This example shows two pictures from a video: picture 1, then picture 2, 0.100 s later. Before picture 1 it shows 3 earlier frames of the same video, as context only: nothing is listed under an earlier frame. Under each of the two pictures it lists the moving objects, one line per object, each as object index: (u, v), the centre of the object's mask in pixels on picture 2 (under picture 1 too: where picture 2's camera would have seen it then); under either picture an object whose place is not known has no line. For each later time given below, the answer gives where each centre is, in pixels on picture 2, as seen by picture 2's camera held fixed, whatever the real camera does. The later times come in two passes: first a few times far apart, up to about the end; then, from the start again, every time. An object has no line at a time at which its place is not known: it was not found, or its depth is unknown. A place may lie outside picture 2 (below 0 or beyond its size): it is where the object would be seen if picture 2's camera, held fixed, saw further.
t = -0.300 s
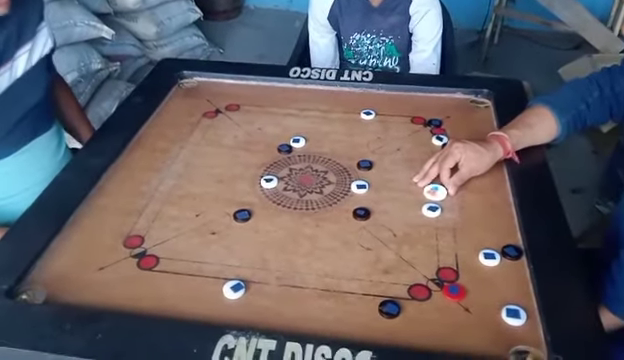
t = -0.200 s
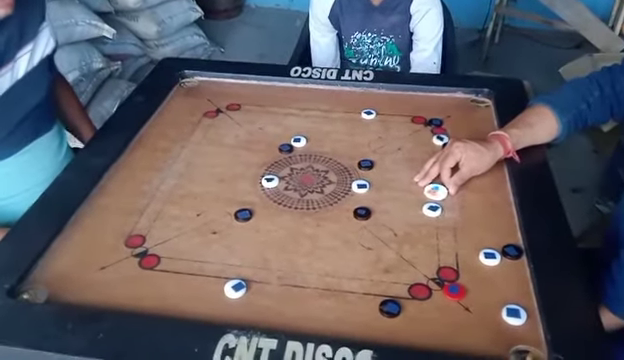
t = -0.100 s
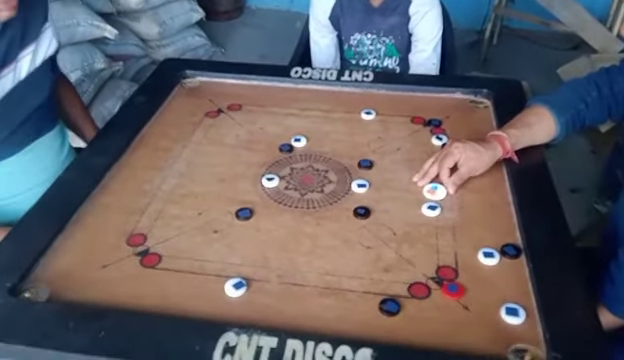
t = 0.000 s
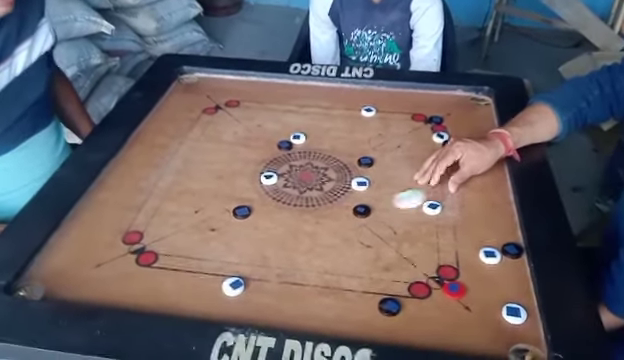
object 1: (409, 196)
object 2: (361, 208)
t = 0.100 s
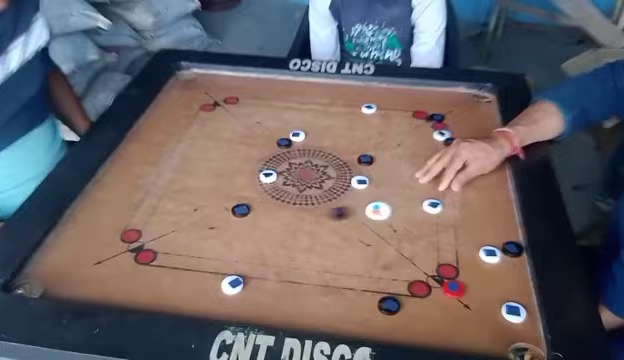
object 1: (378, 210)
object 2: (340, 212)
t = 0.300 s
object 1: (365, 224)
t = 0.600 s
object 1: (354, 236)
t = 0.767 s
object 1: (354, 237)
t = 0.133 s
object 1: (375, 213)
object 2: (321, 216)
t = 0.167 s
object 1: (373, 215)
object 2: (303, 219)
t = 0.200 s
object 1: (371, 218)
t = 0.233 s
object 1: (369, 220)
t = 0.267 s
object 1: (367, 222)
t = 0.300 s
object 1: (365, 224)
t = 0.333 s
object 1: (363, 226)
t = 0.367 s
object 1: (362, 228)
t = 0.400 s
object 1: (360, 230)
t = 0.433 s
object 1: (359, 231)
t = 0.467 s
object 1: (358, 233)
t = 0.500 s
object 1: (356, 234)
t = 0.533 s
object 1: (355, 235)
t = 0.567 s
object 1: (355, 236)
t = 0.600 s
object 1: (354, 236)
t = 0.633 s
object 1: (354, 237)
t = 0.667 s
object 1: (354, 237)
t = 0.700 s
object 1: (354, 237)
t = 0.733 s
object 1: (354, 237)
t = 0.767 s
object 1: (354, 237)
